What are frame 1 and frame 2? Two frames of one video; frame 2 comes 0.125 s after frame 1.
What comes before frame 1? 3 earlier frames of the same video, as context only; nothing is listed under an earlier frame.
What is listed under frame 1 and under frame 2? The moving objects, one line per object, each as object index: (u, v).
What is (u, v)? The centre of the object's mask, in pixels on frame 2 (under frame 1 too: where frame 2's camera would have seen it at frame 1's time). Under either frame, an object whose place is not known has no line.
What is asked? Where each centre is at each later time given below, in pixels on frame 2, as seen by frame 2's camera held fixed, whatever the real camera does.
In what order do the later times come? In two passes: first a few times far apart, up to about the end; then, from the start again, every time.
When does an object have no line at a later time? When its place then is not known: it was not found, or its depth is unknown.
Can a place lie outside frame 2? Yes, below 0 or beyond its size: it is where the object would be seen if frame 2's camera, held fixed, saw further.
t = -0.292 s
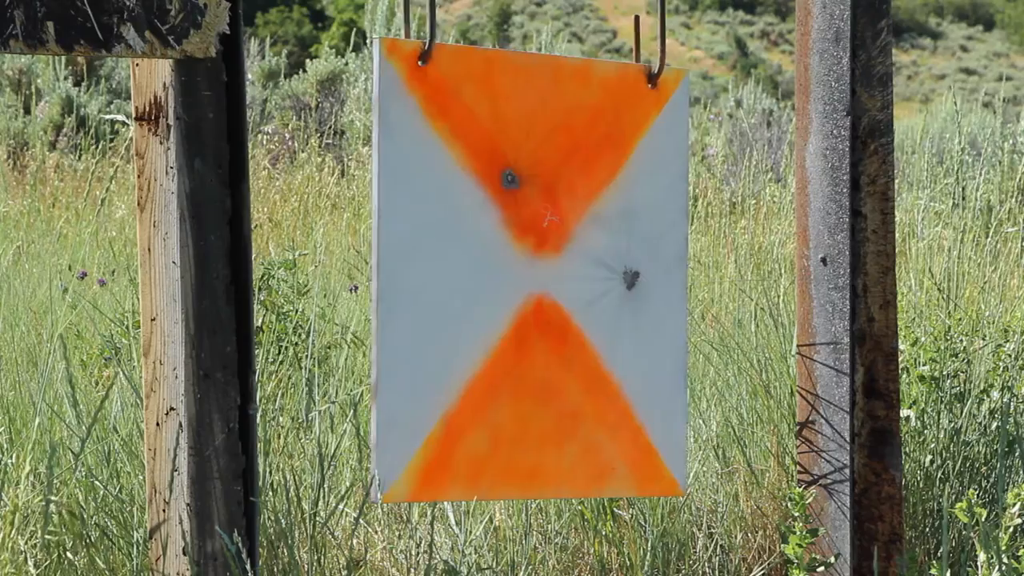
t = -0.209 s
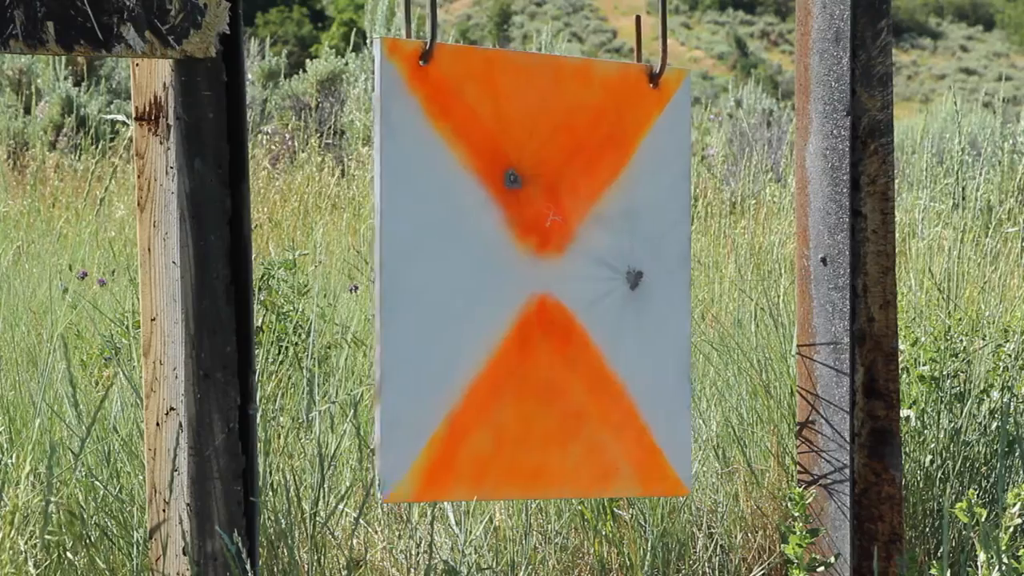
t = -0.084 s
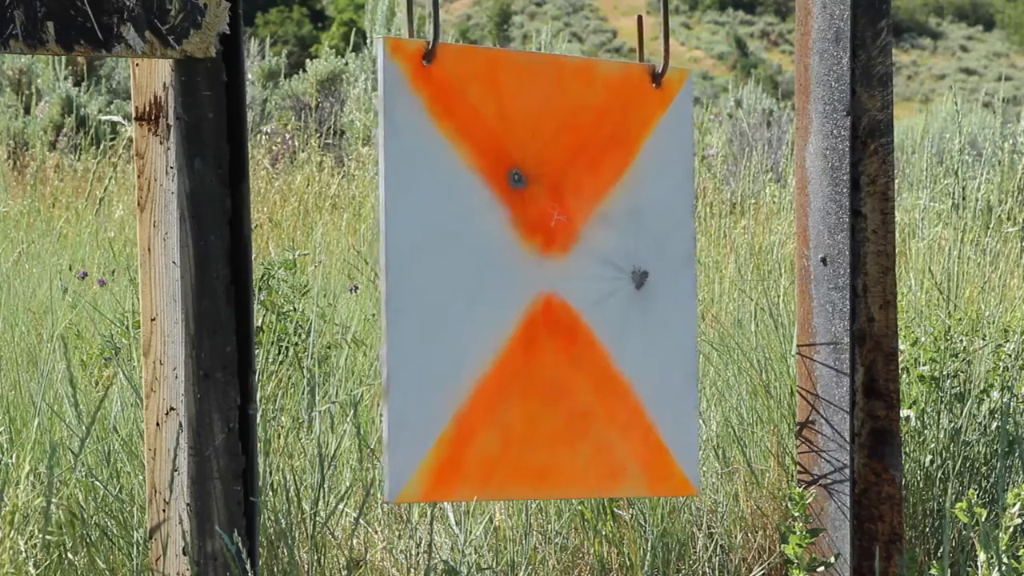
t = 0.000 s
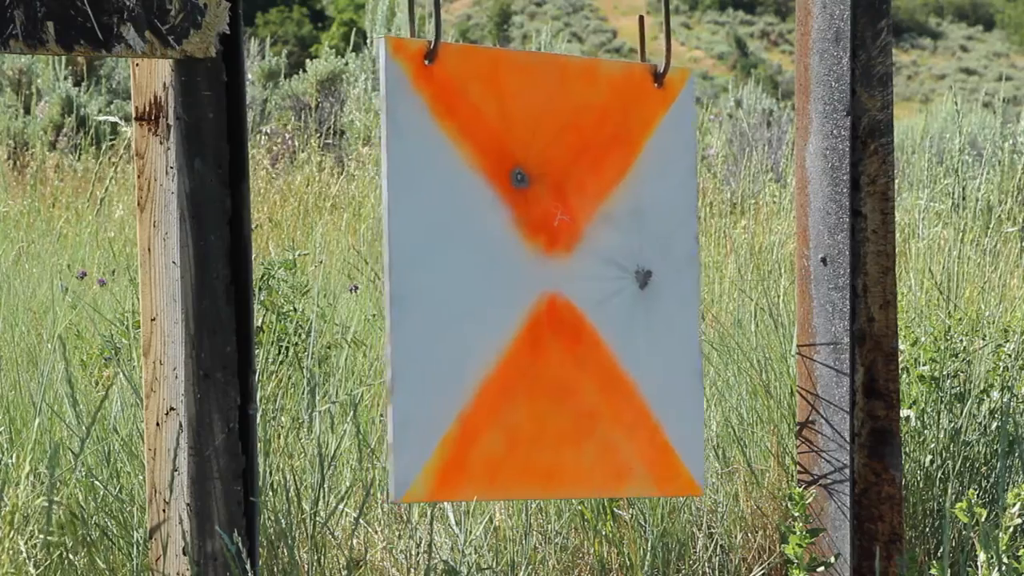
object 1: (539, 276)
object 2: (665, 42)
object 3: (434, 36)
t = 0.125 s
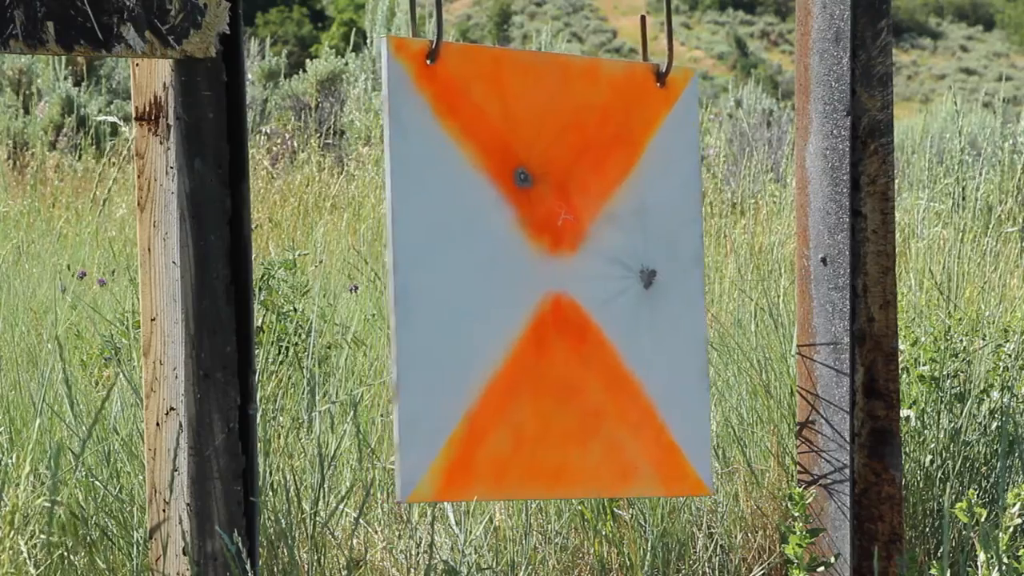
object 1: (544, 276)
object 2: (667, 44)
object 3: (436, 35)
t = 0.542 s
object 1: (542, 276)
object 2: (666, 45)
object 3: (436, 35)
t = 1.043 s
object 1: (526, 276)
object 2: (658, 43)
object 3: (427, 36)
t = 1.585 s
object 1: (541, 276)
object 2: (665, 42)
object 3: (435, 35)
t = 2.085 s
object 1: (543, 276)
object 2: (666, 45)
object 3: (436, 35)
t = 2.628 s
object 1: (512, 275)
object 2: (651, 44)
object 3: (418, 35)
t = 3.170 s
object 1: (534, 277)
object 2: (662, 43)
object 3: (431, 35)
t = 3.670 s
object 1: (564, 274)
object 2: (675, 44)
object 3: (445, 34)
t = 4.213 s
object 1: (511, 275)
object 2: (651, 44)
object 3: (421, 36)
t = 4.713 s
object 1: (534, 276)
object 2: (662, 43)
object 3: (431, 35)
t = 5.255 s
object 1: (561, 274)
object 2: (674, 44)
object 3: (443, 33)
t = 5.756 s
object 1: (513, 276)
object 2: (653, 45)
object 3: (421, 36)
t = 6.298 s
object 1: (538, 276)
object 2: (663, 43)
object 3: (433, 35)
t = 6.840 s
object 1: (558, 275)
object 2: (673, 45)
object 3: (442, 34)
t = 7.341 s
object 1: (512, 276)
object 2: (652, 44)
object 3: (421, 35)
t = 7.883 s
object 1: (541, 276)
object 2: (666, 46)
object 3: (434, 35)
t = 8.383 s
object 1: (558, 275)
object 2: (673, 42)
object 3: (442, 34)
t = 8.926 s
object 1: (511, 276)
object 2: (652, 44)
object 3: (421, 36)
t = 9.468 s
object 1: (546, 276)
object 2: (667, 42)
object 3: (436, 35)
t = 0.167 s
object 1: (545, 276)
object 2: (667, 44)
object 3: (437, 35)
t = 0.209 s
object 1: (546, 276)
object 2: (668, 45)
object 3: (437, 35)
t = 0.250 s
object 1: (546, 276)
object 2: (668, 45)
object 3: (438, 35)
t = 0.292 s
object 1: (546, 276)
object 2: (668, 45)
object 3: (438, 35)
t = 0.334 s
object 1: (546, 276)
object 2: (668, 45)
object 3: (438, 35)
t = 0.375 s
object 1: (546, 276)
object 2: (668, 45)
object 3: (437, 35)
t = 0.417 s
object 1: (546, 276)
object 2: (668, 45)
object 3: (437, 35)
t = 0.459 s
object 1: (545, 276)
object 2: (667, 45)
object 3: (437, 35)
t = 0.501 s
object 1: (544, 276)
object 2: (667, 45)
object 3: (436, 35)
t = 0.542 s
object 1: (542, 276)
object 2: (666, 45)
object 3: (436, 35)
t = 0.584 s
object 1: (541, 276)
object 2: (666, 45)
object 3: (435, 35)
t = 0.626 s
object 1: (539, 277)
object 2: (665, 42)
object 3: (434, 36)
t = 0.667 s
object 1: (538, 277)
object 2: (664, 45)
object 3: (433, 36)
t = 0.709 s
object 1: (536, 276)
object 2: (663, 45)
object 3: (432, 35)
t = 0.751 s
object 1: (534, 276)
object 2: (662, 45)
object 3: (432, 35)
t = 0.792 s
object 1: (532, 276)
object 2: (661, 43)
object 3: (431, 36)
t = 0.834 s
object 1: (530, 276)
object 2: (660, 43)
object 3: (430, 36)
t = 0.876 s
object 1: (529, 276)
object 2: (660, 43)
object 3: (429, 36)
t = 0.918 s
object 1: (528, 276)
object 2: (659, 43)
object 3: (429, 36)
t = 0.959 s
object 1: (527, 276)
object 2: (659, 43)
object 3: (428, 36)
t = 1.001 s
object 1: (526, 276)
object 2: (658, 43)
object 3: (427, 37)
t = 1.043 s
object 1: (526, 276)
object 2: (658, 43)
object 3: (427, 36)
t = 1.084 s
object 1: (525, 276)
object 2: (658, 43)
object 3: (427, 36)
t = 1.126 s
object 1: (525, 277)
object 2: (658, 43)
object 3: (427, 36)
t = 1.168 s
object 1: (526, 277)
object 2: (658, 43)
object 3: (428, 37)
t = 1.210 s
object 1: (526, 277)
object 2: (658, 44)
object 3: (428, 37)
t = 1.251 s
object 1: (528, 276)
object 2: (659, 43)
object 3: (429, 36)
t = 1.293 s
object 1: (530, 277)
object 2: (660, 43)
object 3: (429, 37)
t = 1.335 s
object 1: (531, 276)
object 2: (661, 43)
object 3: (430, 36)
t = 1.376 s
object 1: (532, 276)
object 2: (661, 43)
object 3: (431, 36)
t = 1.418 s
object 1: (534, 276)
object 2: (662, 43)
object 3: (432, 36)
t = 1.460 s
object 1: (536, 276)
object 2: (663, 42)
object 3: (433, 36)
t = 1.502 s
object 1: (538, 277)
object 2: (664, 42)
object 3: (434, 35)
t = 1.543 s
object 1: (540, 276)
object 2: (665, 42)
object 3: (434, 35)
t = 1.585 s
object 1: (541, 276)
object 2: (665, 42)
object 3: (435, 35)
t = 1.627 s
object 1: (543, 276)
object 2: (666, 45)
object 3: (436, 35)
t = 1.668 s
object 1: (544, 276)
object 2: (666, 46)
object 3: (436, 35)
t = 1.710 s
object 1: (545, 276)
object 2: (667, 42)
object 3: (437, 35)
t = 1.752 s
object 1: (546, 276)
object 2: (668, 45)
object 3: (437, 35)
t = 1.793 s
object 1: (546, 276)
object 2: (668, 45)
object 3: (437, 35)
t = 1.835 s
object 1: (546, 276)
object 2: (668, 45)
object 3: (438, 35)
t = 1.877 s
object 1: (546, 276)
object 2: (668, 45)
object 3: (438, 35)
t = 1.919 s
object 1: (546, 276)
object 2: (668, 45)
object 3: (437, 35)
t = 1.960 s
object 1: (546, 276)
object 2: (668, 45)
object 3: (437, 35)
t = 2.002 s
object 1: (545, 276)
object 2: (667, 45)
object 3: (437, 35)
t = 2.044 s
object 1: (544, 276)
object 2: (667, 45)
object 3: (436, 35)
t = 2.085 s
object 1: (543, 276)
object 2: (666, 45)
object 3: (436, 35)
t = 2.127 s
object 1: (541, 276)
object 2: (666, 42)
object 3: (435, 35)
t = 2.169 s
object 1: (539, 276)
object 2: (664, 45)
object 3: (434, 35)
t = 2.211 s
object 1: (538, 277)
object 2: (664, 42)
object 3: (433, 36)
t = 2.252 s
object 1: (536, 276)
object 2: (663, 43)
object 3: (433, 35)
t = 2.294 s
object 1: (534, 276)
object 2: (662, 42)
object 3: (432, 36)
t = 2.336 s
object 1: (532, 276)
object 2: (662, 43)
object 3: (431, 35)
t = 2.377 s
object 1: (531, 276)
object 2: (661, 43)
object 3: (430, 35)
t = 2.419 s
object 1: (530, 276)
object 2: (660, 43)
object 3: (430, 35)
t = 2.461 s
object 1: (528, 276)
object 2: (659, 43)
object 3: (429, 36)
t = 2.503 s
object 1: (524, 276)
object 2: (658, 46)
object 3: (425, 35)
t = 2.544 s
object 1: (519, 276)
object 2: (652, 45)
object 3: (420, 36)
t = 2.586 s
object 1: (515, 275)
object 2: (650, 48)
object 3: (418, 35)
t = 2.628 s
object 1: (512, 275)
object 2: (651, 44)
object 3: (418, 35)
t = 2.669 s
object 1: (509, 275)
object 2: (652, 48)
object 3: (420, 36)
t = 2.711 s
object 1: (508, 275)
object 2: (654, 44)
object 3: (423, 36)
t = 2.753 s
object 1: (507, 275)
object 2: (656, 44)
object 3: (424, 36)
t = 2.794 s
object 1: (507, 275)
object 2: (655, 46)
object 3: (423, 36)
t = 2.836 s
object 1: (507, 275)
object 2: (654, 44)
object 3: (421, 36)
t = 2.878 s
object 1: (508, 275)
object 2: (651, 45)
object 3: (419, 36)
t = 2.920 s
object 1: (510, 275)
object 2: (650, 44)
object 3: (418, 36)
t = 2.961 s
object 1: (512, 275)
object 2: (651, 44)
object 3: (418, 36)
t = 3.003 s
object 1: (516, 276)
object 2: (652, 44)
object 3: (421, 36)
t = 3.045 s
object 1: (521, 276)
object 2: (655, 43)
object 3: (424, 36)
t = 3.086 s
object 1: (525, 276)
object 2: (658, 43)
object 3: (428, 36)
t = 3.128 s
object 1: (531, 276)
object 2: (661, 43)
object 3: (430, 36)
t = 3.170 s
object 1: (534, 277)
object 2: (662, 43)
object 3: (431, 35)
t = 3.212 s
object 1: (540, 277)
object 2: (663, 45)
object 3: (433, 35)
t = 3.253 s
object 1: (545, 276)
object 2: (665, 44)
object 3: (434, 35)
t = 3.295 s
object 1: (549, 276)
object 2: (667, 44)
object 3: (436, 34)
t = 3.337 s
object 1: (554, 276)
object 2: (670, 45)
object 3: (438, 35)
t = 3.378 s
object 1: (558, 275)
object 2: (673, 39)
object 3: (441, 34)
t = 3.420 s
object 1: (561, 274)
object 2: (674, 40)
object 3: (442, 34)
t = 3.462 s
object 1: (563, 274)
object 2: (675, 42)
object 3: (443, 34)
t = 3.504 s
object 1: (565, 274)
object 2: (675, 41)
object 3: (444, 34)
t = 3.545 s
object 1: (566, 274)
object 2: (676, 44)
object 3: (444, 34)
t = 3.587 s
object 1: (566, 274)
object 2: (675, 43)
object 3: (445, 34)
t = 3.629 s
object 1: (565, 274)
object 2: (675, 44)
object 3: (445, 34)
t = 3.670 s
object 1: (564, 274)
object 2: (675, 44)
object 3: (445, 34)
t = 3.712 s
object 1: (562, 274)
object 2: (674, 44)
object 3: (444, 34)
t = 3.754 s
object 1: (558, 274)
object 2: (673, 44)
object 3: (443, 34)
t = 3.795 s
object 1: (554, 275)
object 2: (671, 44)
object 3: (441, 34)
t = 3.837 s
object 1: (550, 275)
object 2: (669, 45)
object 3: (438, 35)
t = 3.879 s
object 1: (545, 276)
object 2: (667, 43)
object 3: (436, 36)
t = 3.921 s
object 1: (540, 277)
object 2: (665, 43)
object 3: (433, 36)
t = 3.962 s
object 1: (536, 276)
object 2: (663, 43)
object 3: (431, 36)
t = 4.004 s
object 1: (530, 276)
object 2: (661, 43)
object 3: (429, 37)
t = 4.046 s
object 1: (526, 276)
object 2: (658, 44)
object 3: (426, 37)
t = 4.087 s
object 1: (522, 276)
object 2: (657, 44)
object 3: (425, 36)
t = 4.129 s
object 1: (518, 276)
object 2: (654, 46)
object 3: (423, 36)
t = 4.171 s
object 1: (514, 275)
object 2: (653, 45)
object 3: (422, 36)
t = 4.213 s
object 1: (511, 275)
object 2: (651, 44)
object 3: (421, 36)
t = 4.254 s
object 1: (509, 275)
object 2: (651, 44)
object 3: (420, 36)
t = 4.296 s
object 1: (508, 276)
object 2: (650, 44)
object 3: (419, 36)
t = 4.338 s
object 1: (508, 275)
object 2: (650, 44)
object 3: (419, 36)
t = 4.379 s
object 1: (508, 275)
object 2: (650, 44)
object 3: (419, 36)
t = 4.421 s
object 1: (508, 276)
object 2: (651, 44)
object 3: (419, 36)
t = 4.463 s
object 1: (510, 275)
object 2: (652, 44)
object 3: (420, 35)
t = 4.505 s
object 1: (513, 276)
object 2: (654, 44)
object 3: (421, 35)
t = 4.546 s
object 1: (517, 276)
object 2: (655, 46)
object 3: (422, 35)
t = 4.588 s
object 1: (520, 276)
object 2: (656, 45)
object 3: (424, 36)
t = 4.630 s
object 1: (524, 276)
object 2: (658, 44)
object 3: (426, 35)
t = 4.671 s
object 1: (530, 276)
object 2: (660, 44)
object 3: (428, 36)
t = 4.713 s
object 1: (534, 276)
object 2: (662, 43)
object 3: (431, 35)
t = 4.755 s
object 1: (539, 276)
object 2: (664, 43)
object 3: (433, 35)
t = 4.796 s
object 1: (544, 276)
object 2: (666, 46)
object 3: (436, 35)
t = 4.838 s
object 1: (548, 276)
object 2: (669, 43)
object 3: (438, 35)
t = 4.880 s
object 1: (553, 275)
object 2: (670, 45)
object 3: (439, 34)
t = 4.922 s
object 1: (556, 275)
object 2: (673, 45)
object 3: (440, 34)
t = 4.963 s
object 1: (560, 275)
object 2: (674, 45)
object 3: (441, 34)
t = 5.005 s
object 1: (562, 274)
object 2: (675, 45)
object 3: (442, 34)
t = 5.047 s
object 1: (564, 274)
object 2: (675, 44)
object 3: (443, 34)
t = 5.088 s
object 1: (564, 274)
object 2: (676, 44)
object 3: (443, 34)
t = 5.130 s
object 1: (564, 274)
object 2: (676, 44)
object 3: (443, 34)
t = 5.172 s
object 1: (564, 274)
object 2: (675, 38)
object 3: (443, 34)
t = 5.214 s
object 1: (563, 274)
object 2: (675, 42)
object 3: (443, 34)
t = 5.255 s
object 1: (561, 274)
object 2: (674, 44)
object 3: (443, 33)
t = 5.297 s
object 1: (558, 274)
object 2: (673, 45)
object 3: (442, 34)
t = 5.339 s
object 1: (554, 275)
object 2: (671, 45)
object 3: (441, 34)
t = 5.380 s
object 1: (550, 275)
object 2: (669, 45)
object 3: (439, 34)
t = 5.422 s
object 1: (546, 276)
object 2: (667, 43)
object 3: (437, 35)
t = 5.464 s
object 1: (541, 276)
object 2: (666, 43)
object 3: (435, 35)
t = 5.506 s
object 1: (536, 276)
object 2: (663, 43)
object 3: (433, 36)
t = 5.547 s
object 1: (532, 276)
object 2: (662, 43)
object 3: (430, 36)
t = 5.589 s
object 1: (528, 276)
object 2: (659, 43)
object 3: (428, 37)
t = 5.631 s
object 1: (523, 276)
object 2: (658, 44)
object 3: (426, 36)
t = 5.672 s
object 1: (519, 276)
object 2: (655, 44)
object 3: (424, 36)
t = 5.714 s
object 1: (516, 276)
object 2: (654, 46)
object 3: (423, 36)
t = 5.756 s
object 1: (513, 276)
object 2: (653, 45)
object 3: (421, 36)
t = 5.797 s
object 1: (511, 276)
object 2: (652, 45)
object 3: (421, 36)
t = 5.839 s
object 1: (509, 276)
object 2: (651, 44)
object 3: (420, 36)
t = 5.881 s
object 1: (509, 276)
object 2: (651, 44)
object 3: (420, 36)
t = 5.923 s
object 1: (509, 276)
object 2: (651, 44)
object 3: (420, 36)
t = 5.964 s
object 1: (509, 276)
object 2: (651, 44)
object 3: (420, 36)
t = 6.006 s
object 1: (511, 276)
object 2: (651, 45)
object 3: (420, 36)
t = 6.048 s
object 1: (513, 276)
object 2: (653, 44)
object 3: (421, 36)
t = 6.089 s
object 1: (516, 276)
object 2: (655, 45)
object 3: (422, 36)
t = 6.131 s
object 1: (520, 276)
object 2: (655, 47)
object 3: (424, 36)
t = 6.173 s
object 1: (524, 276)
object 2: (658, 44)
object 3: (426, 35)
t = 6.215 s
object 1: (529, 276)
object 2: (659, 43)
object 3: (428, 35)
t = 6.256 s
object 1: (533, 276)
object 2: (661, 43)
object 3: (431, 35)
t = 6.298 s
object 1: (538, 276)
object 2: (663, 43)
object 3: (433, 35)
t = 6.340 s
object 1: (543, 276)
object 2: (666, 42)
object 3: (435, 35)
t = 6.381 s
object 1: (547, 276)
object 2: (668, 43)
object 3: (437, 34)
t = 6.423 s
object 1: (552, 276)
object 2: (670, 43)
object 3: (439, 34)
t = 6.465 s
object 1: (556, 275)
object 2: (672, 42)
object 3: (441, 34)
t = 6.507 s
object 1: (559, 275)
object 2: (674, 42)
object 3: (442, 34)
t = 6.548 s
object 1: (561, 274)
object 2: (674, 40)
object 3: (442, 34)
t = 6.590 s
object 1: (563, 274)
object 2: (675, 40)
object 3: (443, 34)
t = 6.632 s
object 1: (564, 274)
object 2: (676, 42)
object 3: (443, 34)
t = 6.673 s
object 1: (564, 274)
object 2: (676, 42)
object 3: (443, 34)
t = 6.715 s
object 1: (564, 274)
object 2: (676, 42)
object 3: (443, 34)
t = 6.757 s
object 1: (563, 274)
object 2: (675, 42)
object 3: (443, 34)
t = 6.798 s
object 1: (561, 274)
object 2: (674, 42)
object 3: (442, 34)
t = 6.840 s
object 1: (558, 275)
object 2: (673, 45)
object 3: (442, 34)
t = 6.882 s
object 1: (555, 275)
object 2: (671, 42)
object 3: (440, 35)
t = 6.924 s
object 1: (551, 276)
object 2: (670, 42)
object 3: (439, 35)
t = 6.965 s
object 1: (546, 276)
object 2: (667, 41)
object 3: (437, 35)
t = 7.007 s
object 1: (542, 276)
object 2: (666, 43)
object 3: (435, 35)
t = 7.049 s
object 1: (537, 276)
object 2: (664, 44)
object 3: (433, 36)
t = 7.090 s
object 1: (533, 276)
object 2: (662, 43)
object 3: (431, 36)
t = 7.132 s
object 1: (528, 276)
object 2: (660, 44)
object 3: (428, 37)
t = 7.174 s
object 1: (524, 276)
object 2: (658, 44)
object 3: (426, 36)
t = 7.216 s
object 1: (520, 276)
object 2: (656, 44)
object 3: (425, 35)
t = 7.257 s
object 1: (517, 276)
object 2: (654, 44)
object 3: (423, 36)
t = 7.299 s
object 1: (514, 276)
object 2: (654, 44)
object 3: (422, 35)
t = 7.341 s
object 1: (512, 276)
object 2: (652, 44)
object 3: (421, 35)
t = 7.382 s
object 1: (511, 276)
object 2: (651, 44)
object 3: (421, 35)
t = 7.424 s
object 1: (510, 276)
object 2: (650, 47)
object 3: (421, 35)
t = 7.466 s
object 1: (510, 276)
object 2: (650, 47)
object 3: (421, 35)
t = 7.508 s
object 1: (510, 276)
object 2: (651, 44)
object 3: (421, 35)
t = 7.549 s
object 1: (512, 276)
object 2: (652, 44)
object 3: (421, 35)
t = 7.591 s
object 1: (514, 276)
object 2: (653, 43)
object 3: (421, 35)
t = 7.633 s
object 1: (516, 276)
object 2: (654, 43)
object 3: (423, 35)
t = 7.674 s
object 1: (520, 276)
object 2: (655, 43)
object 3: (424, 35)
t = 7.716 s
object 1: (523, 276)
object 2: (657, 43)
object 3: (426, 36)
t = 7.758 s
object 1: (528, 276)
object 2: (658, 46)
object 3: (428, 36)
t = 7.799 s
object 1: (532, 276)
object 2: (661, 43)
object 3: (430, 35)
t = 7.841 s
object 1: (537, 276)
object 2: (663, 43)
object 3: (432, 35)
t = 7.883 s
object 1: (541, 276)
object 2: (666, 46)
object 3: (434, 35)
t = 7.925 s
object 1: (546, 276)
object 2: (667, 43)
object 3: (436, 35)
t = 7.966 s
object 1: (550, 276)
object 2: (670, 43)
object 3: (438, 34)
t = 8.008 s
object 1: (554, 275)
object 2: (671, 43)
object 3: (439, 34)
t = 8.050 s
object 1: (558, 275)
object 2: (673, 43)
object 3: (441, 33)
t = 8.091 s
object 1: (561, 274)
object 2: (674, 42)
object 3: (442, 34)
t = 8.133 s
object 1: (562, 274)
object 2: (675, 43)
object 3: (442, 34)
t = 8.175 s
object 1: (564, 274)
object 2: (676, 42)
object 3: (443, 34)
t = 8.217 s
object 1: (564, 274)
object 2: (676, 42)
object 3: (443, 34)
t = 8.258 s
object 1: (564, 274)
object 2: (677, 44)
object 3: (443, 33)
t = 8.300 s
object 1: (563, 274)
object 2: (675, 42)
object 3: (443, 34)
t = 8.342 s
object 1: (561, 274)
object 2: (674, 42)
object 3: (442, 34)
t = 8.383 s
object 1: (558, 275)
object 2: (673, 42)
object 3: (442, 34)
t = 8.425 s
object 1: (555, 275)
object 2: (672, 43)
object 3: (440, 34)
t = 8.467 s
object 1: (551, 275)
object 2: (670, 43)
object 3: (439, 34)
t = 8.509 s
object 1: (547, 276)
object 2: (669, 44)
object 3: (438, 35)
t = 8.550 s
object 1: (543, 276)
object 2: (666, 45)
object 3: (436, 35)
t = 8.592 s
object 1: (538, 277)
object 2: (664, 43)
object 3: (433, 36)
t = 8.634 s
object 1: (534, 277)
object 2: (662, 44)
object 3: (431, 36)
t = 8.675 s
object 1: (530, 277)
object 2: (661, 44)
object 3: (429, 36)
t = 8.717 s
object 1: (525, 276)
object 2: (658, 45)
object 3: (427, 37)
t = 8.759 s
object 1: (521, 276)
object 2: (657, 44)
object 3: (425, 37)
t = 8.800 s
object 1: (518, 276)
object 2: (655, 45)
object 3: (424, 36)
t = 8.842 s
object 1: (515, 275)
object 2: (654, 46)
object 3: (422, 36)
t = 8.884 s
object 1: (513, 276)
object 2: (653, 44)
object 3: (421, 37)
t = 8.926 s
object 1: (511, 276)
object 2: (652, 44)
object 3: (421, 36)
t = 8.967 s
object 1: (510, 276)
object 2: (651, 43)
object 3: (421, 37)
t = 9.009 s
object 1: (510, 276)
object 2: (651, 43)
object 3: (421, 37)
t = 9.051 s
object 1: (511, 276)
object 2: (651, 46)
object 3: (421, 37)
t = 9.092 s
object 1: (512, 276)
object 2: (653, 47)
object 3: (421, 36)
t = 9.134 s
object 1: (514, 276)
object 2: (653, 46)
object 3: (422, 36)
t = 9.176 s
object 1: (517, 276)
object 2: (655, 47)
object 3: (423, 36)
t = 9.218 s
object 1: (520, 276)
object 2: (656, 44)
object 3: (424, 35)
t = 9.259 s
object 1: (524, 276)
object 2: (658, 44)
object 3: (426, 34)
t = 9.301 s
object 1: (528, 276)
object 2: (659, 43)
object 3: (428, 34)
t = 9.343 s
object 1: (532, 277)
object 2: (661, 45)
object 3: (430, 36)
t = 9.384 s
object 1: (536, 277)
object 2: (662, 43)
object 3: (432, 35)
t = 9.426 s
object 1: (541, 277)
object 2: (665, 42)
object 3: (434, 35)
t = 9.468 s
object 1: (546, 276)
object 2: (667, 42)
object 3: (436, 35)
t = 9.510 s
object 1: (549, 276)
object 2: (669, 42)
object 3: (437, 35)
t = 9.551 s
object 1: (553, 276)
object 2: (670, 38)
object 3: (439, 34)
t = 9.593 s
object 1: (556, 275)
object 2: (673, 42)
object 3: (440, 34)
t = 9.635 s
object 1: (559, 275)
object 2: (674, 42)
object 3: (441, 34)
